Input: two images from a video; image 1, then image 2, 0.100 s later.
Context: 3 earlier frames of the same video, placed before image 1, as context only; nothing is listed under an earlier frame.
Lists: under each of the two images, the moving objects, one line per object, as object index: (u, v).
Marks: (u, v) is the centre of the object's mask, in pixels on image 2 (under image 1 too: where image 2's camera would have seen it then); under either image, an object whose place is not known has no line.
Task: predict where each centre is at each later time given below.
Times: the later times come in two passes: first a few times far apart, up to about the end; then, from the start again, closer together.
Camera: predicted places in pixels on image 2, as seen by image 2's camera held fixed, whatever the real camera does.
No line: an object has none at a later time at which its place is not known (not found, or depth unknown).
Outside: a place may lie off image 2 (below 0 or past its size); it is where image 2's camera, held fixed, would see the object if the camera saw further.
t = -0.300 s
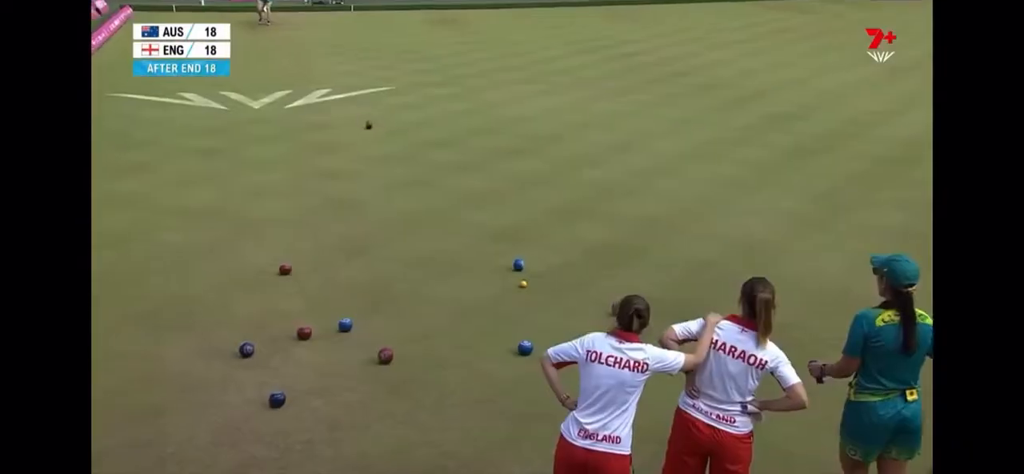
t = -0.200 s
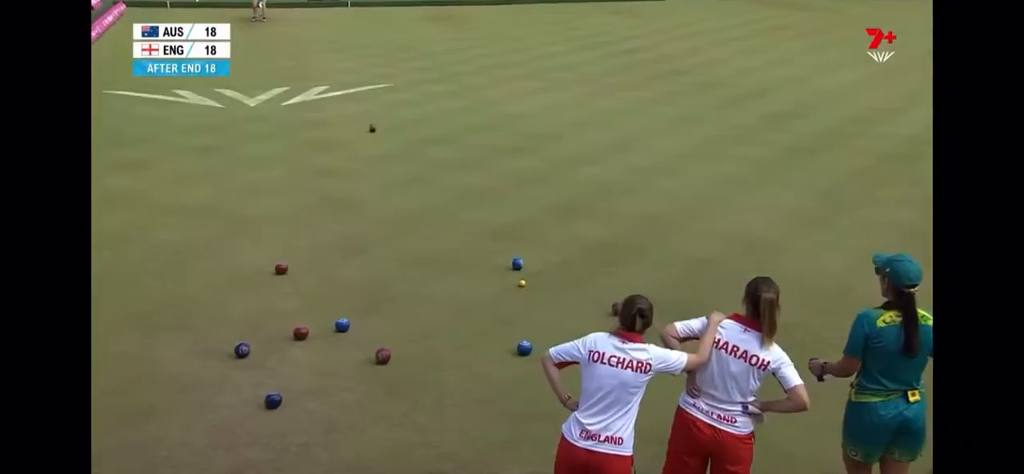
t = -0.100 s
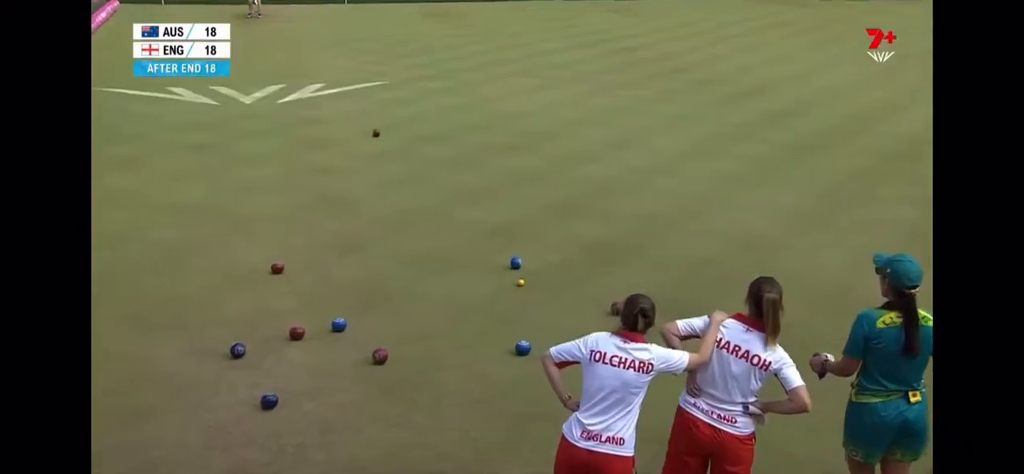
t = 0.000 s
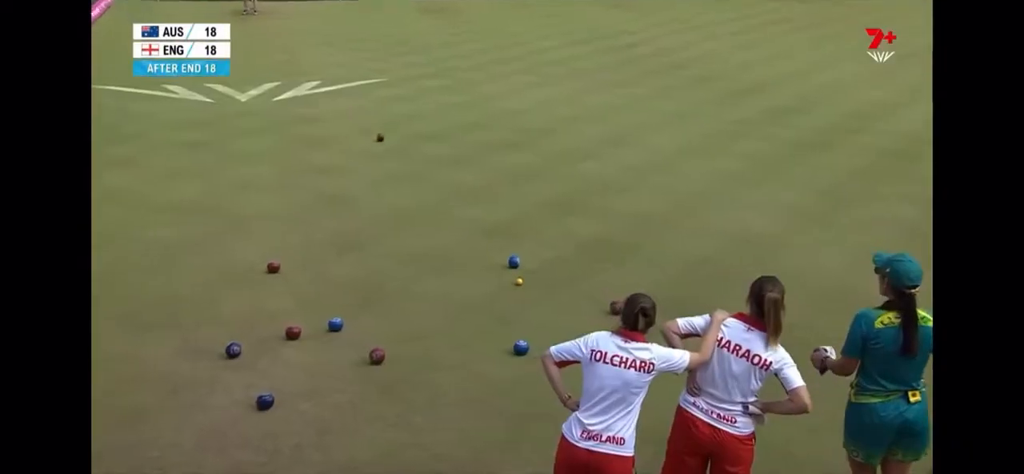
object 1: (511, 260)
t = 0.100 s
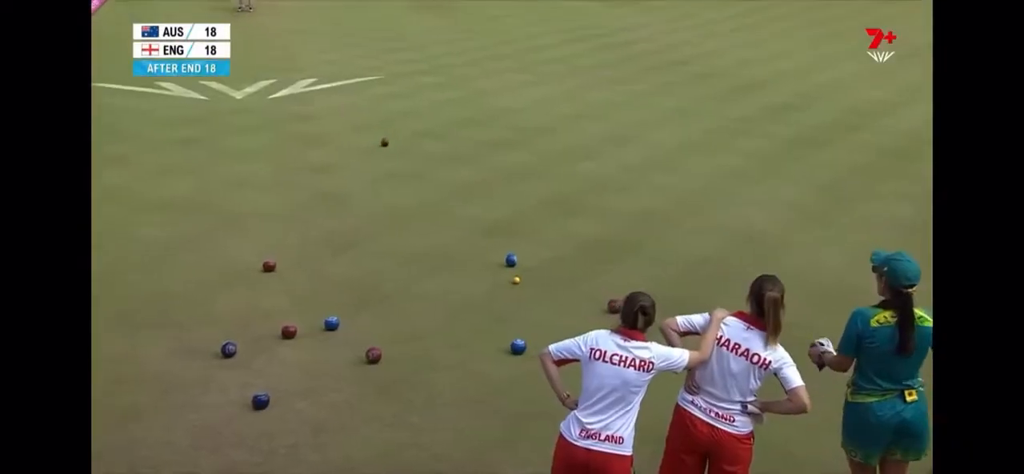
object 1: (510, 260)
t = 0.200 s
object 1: (510, 260)
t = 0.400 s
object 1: (510, 260)
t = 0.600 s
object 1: (510, 260)
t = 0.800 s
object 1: (510, 260)
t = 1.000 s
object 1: (510, 260)
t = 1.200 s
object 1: (511, 260)
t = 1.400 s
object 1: (488, 271)
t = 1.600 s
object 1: (465, 280)
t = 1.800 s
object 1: (443, 290)
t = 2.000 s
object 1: (419, 300)
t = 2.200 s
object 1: (395, 311)
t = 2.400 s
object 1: (371, 321)
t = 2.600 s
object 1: (348, 331)
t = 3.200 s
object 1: (274, 364)
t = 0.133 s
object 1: (510, 260)
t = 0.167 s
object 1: (510, 260)
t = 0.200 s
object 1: (510, 260)
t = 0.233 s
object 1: (510, 260)
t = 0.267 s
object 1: (510, 260)
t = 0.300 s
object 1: (510, 260)
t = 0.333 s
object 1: (510, 260)
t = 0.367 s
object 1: (510, 260)
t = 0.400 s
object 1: (510, 260)
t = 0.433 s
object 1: (510, 260)
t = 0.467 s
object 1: (510, 260)
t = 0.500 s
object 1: (510, 260)
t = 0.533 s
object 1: (510, 260)
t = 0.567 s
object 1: (510, 260)
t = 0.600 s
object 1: (510, 260)
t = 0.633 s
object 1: (510, 260)
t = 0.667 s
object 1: (510, 260)
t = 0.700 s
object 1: (510, 260)
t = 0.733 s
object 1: (510, 260)
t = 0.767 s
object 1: (510, 260)
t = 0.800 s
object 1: (510, 260)
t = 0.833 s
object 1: (510, 260)
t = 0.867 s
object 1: (510, 260)
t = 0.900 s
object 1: (510, 260)
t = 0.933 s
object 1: (510, 260)
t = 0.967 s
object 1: (510, 260)
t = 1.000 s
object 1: (510, 260)
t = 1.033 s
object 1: (511, 260)
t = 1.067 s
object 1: (510, 260)
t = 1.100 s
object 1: (510, 261)
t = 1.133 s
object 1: (510, 260)
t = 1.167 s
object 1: (511, 261)
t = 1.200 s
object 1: (511, 260)
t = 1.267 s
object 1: (506, 263)
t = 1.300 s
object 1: (503, 264)
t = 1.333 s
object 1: (497, 266)
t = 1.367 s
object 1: (492, 269)
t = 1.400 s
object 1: (488, 271)
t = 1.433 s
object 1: (485, 272)
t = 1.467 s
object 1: (481, 274)
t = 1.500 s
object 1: (477, 275)
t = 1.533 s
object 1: (474, 276)
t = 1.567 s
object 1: (470, 278)
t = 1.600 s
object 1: (465, 280)
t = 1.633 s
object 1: (462, 281)
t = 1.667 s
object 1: (458, 283)
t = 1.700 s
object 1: (454, 285)
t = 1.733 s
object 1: (452, 286)
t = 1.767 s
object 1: (447, 288)
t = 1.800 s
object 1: (443, 290)
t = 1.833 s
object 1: (440, 291)
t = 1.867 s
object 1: (436, 293)
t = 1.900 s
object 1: (431, 295)
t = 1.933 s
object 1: (429, 296)
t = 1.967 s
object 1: (424, 298)
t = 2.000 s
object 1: (419, 300)
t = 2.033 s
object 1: (416, 301)
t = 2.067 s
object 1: (412, 303)
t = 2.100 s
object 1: (407, 305)
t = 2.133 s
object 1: (405, 306)
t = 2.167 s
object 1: (400, 308)
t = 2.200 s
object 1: (395, 311)
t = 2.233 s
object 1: (392, 311)
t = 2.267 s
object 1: (388, 313)
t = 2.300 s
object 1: (383, 316)
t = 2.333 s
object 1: (381, 317)
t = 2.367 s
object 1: (376, 318)
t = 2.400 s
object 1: (371, 321)
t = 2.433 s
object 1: (369, 321)
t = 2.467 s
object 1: (364, 324)
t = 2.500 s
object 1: (359, 326)
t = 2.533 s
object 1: (357, 327)
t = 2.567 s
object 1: (352, 329)
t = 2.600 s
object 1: (348, 331)
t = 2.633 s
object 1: (346, 332)
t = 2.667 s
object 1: (341, 335)
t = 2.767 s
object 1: (328, 340)
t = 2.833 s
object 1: (320, 343)
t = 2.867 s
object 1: (316, 345)
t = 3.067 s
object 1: (290, 357)
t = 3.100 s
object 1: (285, 358)
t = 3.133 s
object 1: (284, 360)
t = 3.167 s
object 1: (278, 362)
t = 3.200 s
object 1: (274, 364)
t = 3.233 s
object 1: (271, 366)
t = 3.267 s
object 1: (266, 369)
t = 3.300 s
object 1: (261, 371)
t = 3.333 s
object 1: (259, 372)
